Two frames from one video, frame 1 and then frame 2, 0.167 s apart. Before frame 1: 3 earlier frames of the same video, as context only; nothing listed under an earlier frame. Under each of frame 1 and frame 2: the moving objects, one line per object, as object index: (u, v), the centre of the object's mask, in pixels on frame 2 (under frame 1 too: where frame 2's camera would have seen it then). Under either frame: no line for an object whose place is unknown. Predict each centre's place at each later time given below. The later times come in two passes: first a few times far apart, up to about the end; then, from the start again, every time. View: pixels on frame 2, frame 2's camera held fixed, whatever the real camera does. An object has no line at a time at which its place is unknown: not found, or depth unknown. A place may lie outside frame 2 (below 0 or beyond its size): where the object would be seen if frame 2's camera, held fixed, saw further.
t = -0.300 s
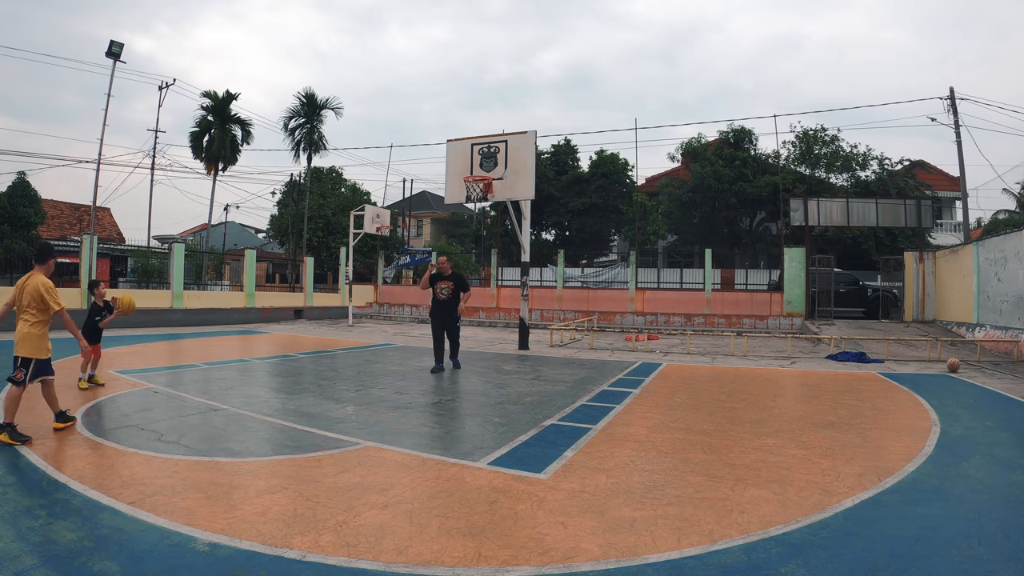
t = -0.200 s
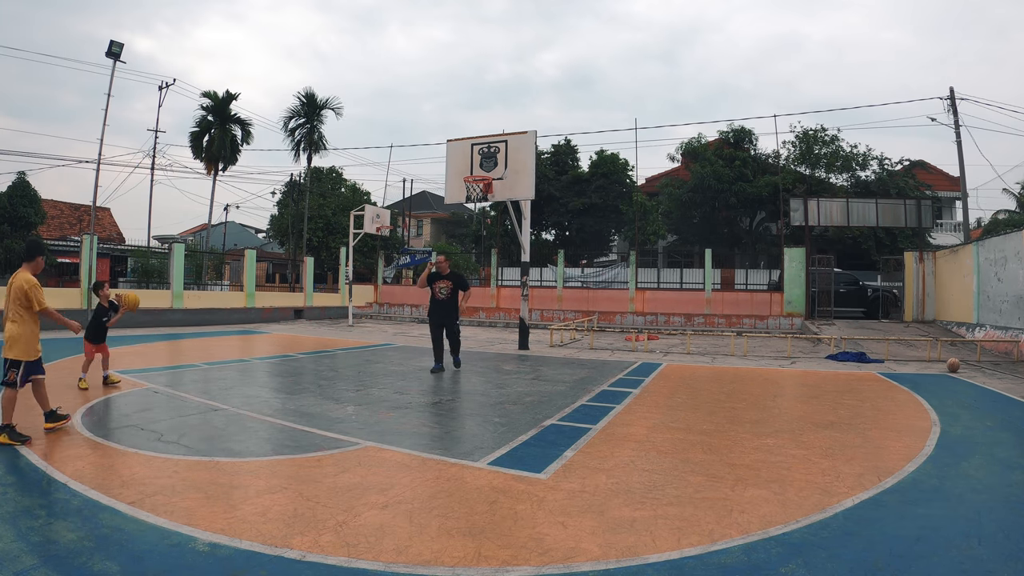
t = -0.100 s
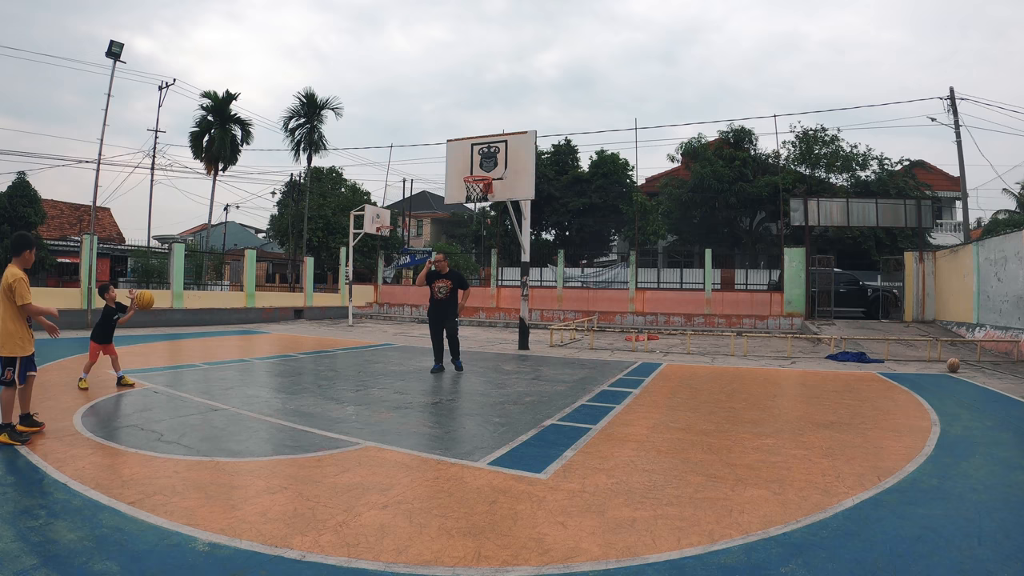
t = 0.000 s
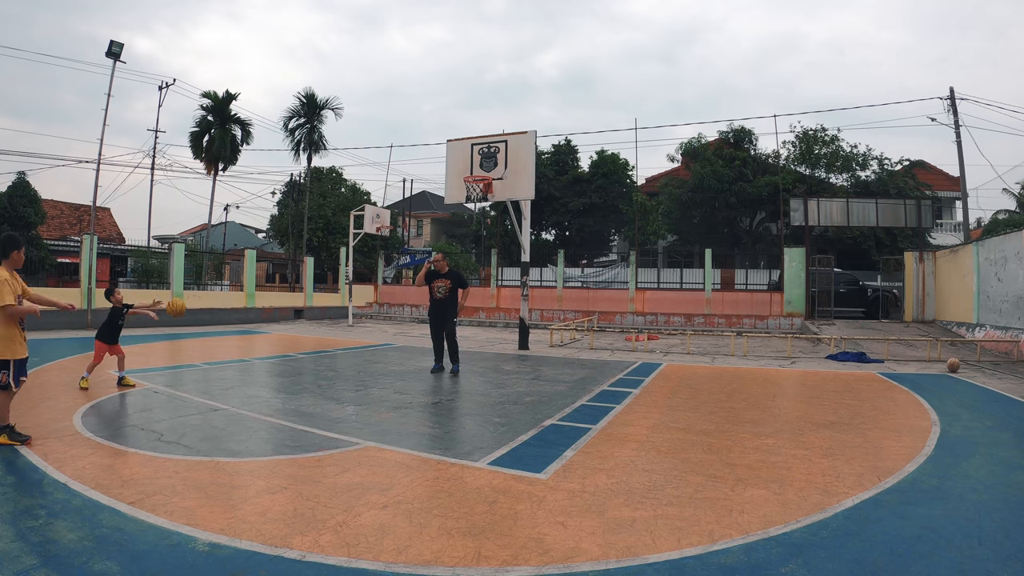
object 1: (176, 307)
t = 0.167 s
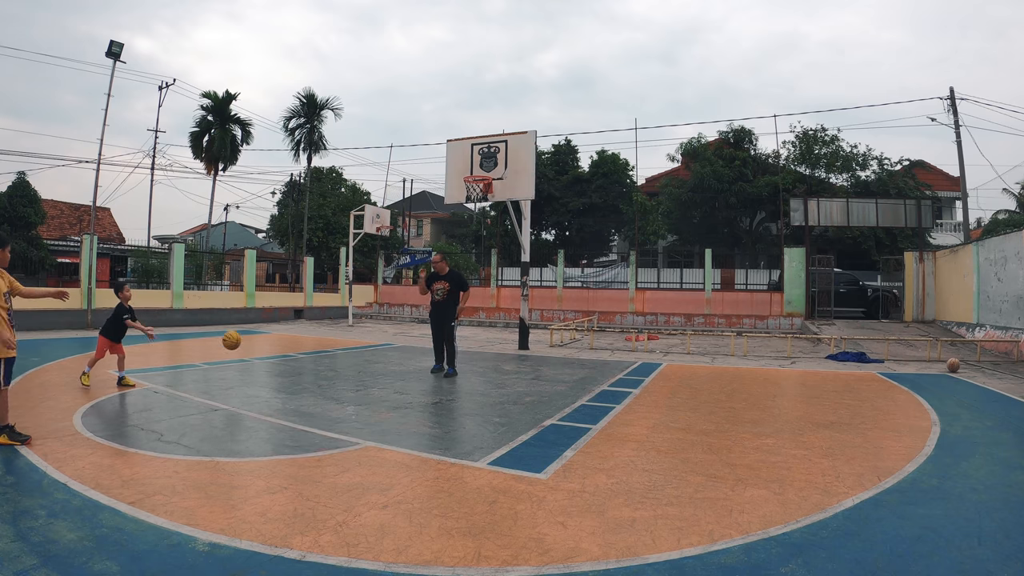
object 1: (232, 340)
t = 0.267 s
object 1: (263, 369)
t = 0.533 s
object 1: (307, 324)
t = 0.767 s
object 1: (342, 322)
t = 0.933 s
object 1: (365, 346)
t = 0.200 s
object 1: (242, 349)
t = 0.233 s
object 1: (253, 359)
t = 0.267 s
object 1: (263, 369)
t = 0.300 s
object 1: (271, 371)
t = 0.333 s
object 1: (276, 362)
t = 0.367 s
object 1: (282, 354)
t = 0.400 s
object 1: (287, 347)
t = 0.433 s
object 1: (292, 339)
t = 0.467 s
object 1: (297, 334)
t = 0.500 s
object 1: (302, 328)
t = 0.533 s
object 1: (307, 324)
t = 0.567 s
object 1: (312, 321)
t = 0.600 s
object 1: (317, 319)
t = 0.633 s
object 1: (322, 318)
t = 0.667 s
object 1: (328, 317)
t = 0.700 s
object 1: (333, 318)
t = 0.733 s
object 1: (337, 319)
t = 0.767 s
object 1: (342, 322)
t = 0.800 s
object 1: (347, 325)
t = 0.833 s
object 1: (351, 329)
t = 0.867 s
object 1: (356, 334)
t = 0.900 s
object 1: (360, 340)
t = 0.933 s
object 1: (365, 346)
